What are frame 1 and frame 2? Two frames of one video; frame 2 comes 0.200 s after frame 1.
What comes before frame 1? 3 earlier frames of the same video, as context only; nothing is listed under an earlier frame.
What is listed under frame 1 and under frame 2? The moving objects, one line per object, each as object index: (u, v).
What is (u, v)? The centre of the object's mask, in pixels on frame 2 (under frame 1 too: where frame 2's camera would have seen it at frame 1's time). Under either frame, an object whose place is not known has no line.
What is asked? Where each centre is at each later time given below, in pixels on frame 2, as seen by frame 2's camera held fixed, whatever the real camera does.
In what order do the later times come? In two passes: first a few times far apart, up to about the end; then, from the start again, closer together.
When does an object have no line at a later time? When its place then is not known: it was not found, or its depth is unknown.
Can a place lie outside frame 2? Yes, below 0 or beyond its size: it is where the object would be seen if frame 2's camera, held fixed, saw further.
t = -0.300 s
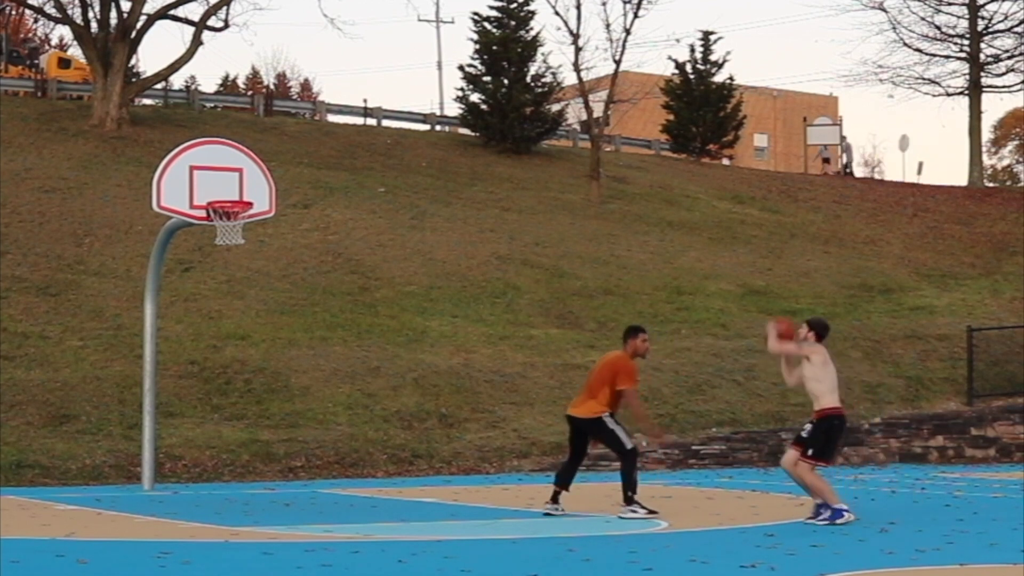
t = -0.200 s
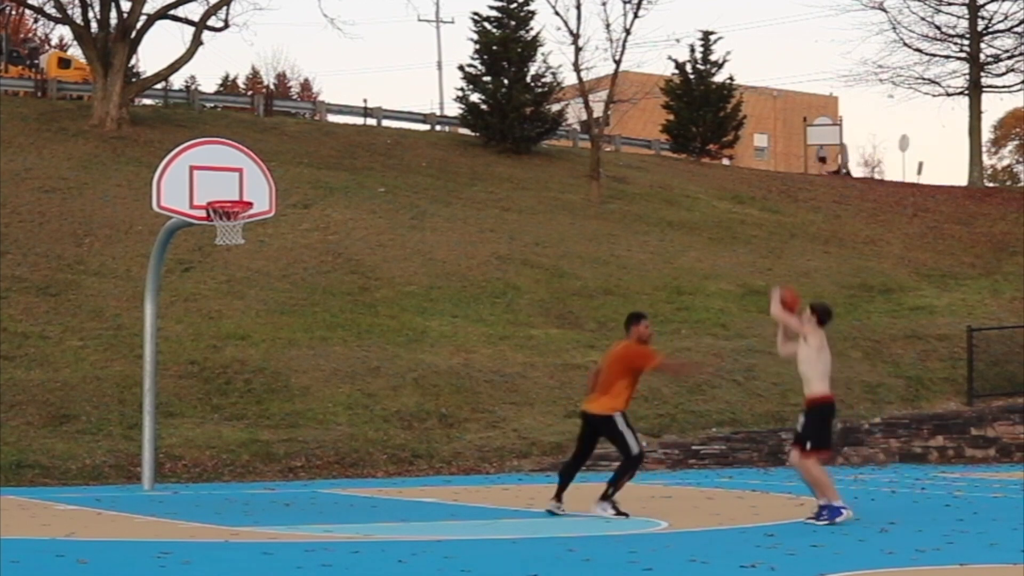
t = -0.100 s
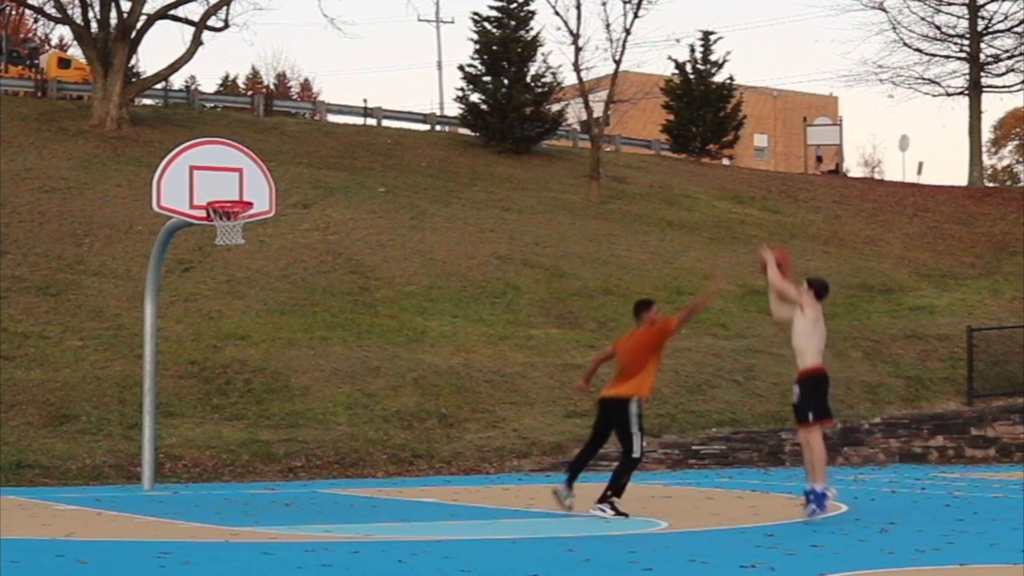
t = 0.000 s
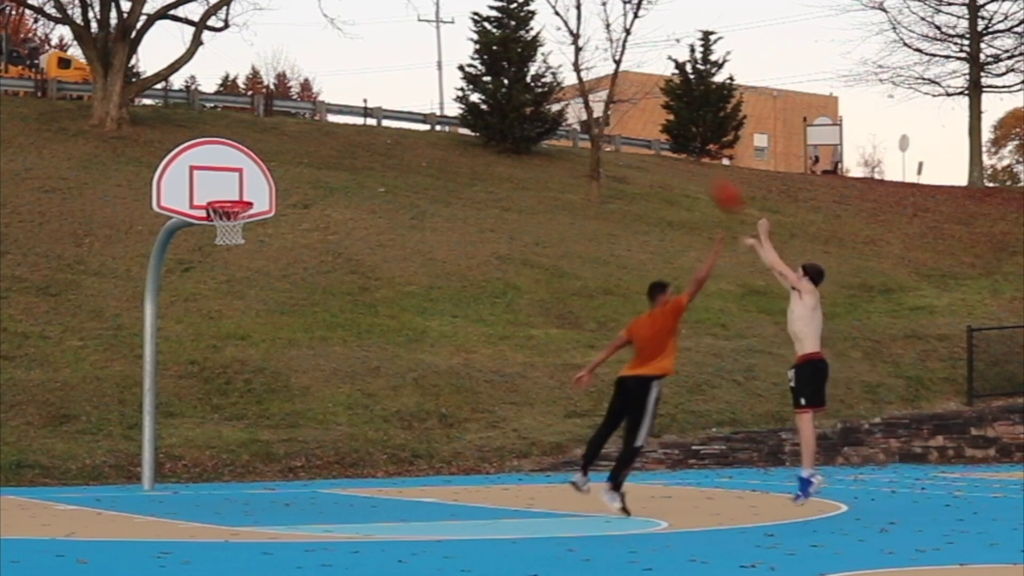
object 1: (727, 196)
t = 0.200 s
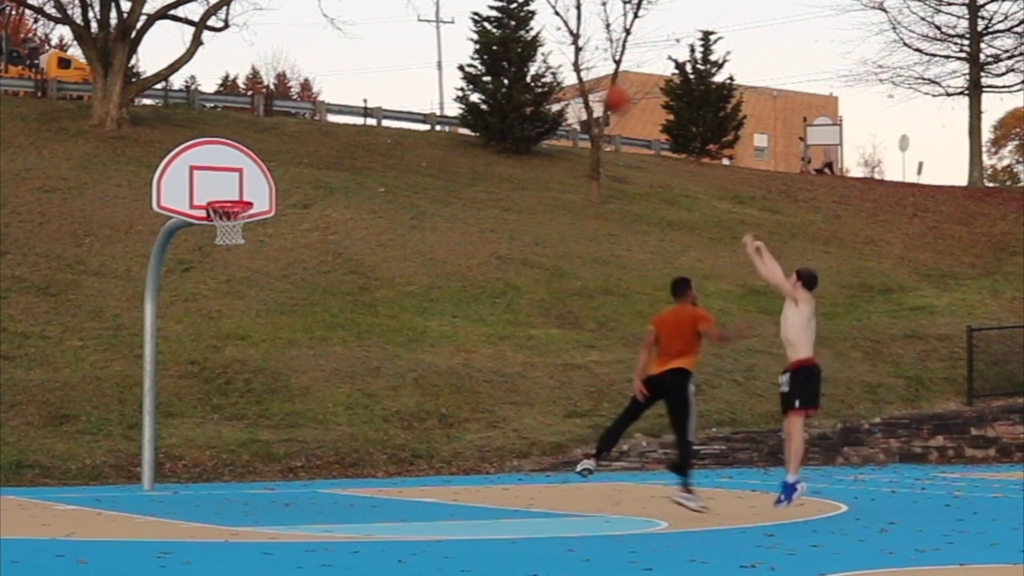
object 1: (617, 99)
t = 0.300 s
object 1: (564, 70)
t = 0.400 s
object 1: (514, 52)
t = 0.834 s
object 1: (321, 99)
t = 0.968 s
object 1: (271, 145)
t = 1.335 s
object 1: (237, 227)
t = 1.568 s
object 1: (225, 293)
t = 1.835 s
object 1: (214, 421)
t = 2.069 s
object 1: (205, 430)
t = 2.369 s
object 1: (192, 352)
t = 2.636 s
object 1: (180, 352)
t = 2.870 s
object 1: (170, 404)
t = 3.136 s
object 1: (158, 459)
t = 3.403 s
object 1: (146, 403)
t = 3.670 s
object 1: (133, 410)
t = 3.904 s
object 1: (121, 465)
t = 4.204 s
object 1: (112, 432)
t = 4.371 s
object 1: (107, 430)
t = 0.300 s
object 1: (564, 70)
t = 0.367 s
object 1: (526, 55)
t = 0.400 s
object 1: (514, 52)
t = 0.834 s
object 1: (321, 99)
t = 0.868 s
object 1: (310, 107)
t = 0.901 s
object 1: (295, 121)
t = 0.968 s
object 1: (271, 145)
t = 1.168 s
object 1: (238, 218)
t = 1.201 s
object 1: (238, 212)
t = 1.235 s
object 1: (238, 212)
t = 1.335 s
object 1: (237, 227)
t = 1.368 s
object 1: (233, 246)
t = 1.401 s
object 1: (231, 249)
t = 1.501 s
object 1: (228, 270)
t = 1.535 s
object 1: (226, 281)
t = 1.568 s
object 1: (225, 293)
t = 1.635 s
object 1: (222, 319)
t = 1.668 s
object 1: (221, 334)
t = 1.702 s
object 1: (220, 349)
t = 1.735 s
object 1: (218, 365)
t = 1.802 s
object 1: (216, 401)
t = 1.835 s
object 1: (214, 421)
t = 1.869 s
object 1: (213, 442)
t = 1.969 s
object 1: (208, 473)
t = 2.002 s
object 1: (207, 459)
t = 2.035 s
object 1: (206, 443)
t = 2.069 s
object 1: (205, 430)
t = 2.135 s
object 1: (202, 404)
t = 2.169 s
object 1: (201, 394)
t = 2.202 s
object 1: (199, 384)
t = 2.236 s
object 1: (198, 375)
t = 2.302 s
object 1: (195, 362)
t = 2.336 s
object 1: (194, 356)
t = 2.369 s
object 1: (192, 352)
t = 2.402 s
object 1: (191, 349)
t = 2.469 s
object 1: (188, 344)
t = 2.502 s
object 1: (186, 344)
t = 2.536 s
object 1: (185, 344)
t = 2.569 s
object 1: (184, 346)
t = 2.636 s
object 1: (180, 352)
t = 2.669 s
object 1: (179, 356)
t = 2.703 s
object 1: (178, 362)
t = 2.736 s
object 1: (176, 368)
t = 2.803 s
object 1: (173, 384)
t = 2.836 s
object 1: (171, 394)
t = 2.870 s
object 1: (170, 404)
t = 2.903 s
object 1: (168, 416)
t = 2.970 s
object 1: (166, 441)
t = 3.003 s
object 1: (163, 455)
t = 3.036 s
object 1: (162, 470)
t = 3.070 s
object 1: (161, 480)
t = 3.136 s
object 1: (158, 459)
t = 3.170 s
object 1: (156, 448)
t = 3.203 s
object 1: (155, 439)
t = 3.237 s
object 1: (154, 430)
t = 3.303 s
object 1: (151, 416)
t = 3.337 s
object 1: (149, 411)
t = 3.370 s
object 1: (148, 406)
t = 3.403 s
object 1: (146, 403)
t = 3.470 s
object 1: (142, 398)
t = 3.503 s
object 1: (141, 398)
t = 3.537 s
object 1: (139, 398)
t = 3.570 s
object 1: (138, 400)
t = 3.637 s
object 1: (135, 405)
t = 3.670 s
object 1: (133, 410)
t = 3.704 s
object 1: (131, 415)
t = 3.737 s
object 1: (131, 420)
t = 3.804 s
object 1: (127, 436)
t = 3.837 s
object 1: (125, 445)
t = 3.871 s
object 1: (123, 455)
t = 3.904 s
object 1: (121, 465)
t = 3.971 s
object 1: (119, 474)
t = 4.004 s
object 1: (118, 465)
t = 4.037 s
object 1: (117, 458)
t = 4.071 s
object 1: (116, 451)
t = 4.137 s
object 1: (113, 439)
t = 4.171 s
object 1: (113, 435)
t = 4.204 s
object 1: (112, 432)
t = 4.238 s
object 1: (111, 429)
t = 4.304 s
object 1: (109, 428)
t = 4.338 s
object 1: (108, 429)
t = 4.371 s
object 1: (107, 430)
